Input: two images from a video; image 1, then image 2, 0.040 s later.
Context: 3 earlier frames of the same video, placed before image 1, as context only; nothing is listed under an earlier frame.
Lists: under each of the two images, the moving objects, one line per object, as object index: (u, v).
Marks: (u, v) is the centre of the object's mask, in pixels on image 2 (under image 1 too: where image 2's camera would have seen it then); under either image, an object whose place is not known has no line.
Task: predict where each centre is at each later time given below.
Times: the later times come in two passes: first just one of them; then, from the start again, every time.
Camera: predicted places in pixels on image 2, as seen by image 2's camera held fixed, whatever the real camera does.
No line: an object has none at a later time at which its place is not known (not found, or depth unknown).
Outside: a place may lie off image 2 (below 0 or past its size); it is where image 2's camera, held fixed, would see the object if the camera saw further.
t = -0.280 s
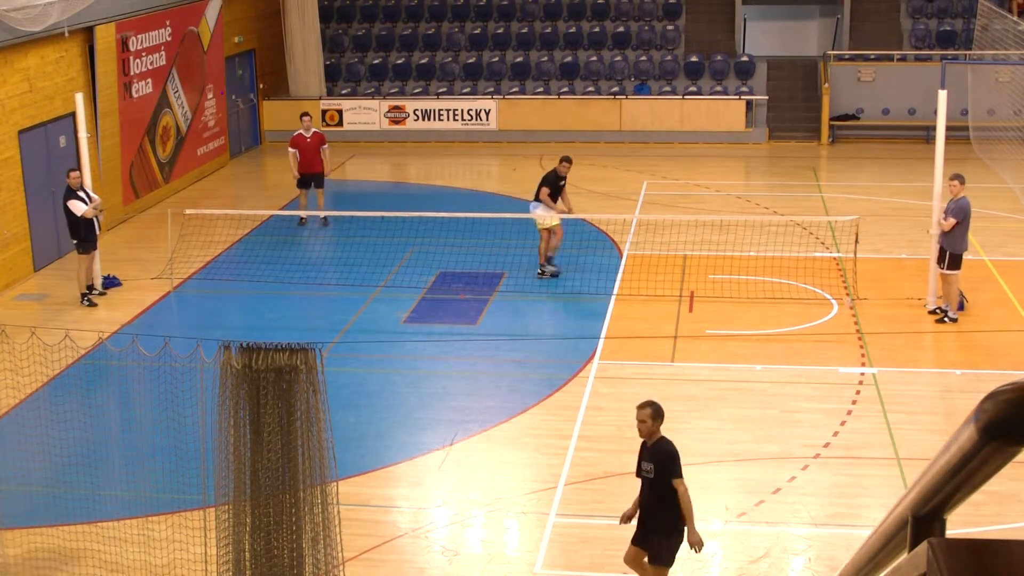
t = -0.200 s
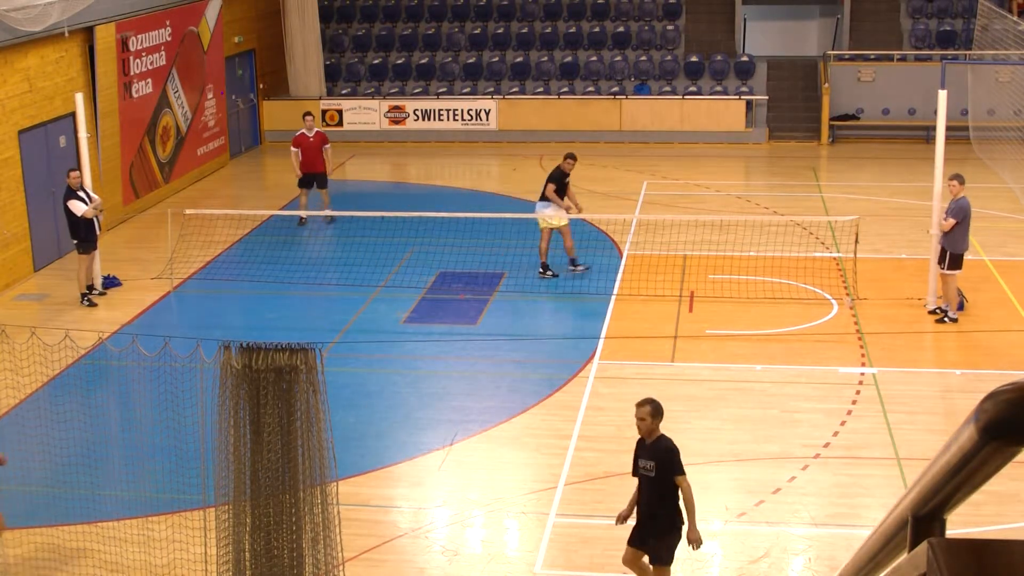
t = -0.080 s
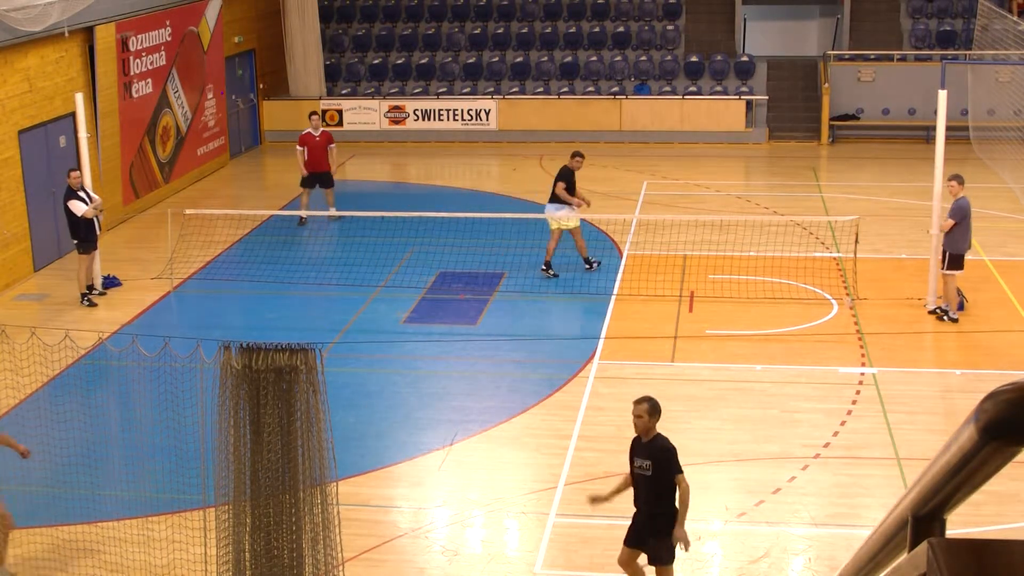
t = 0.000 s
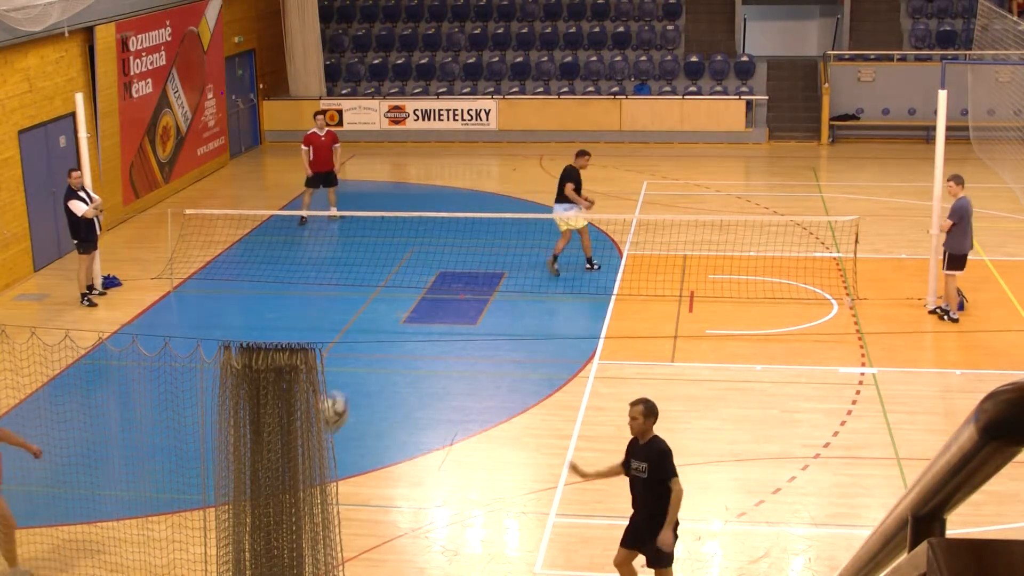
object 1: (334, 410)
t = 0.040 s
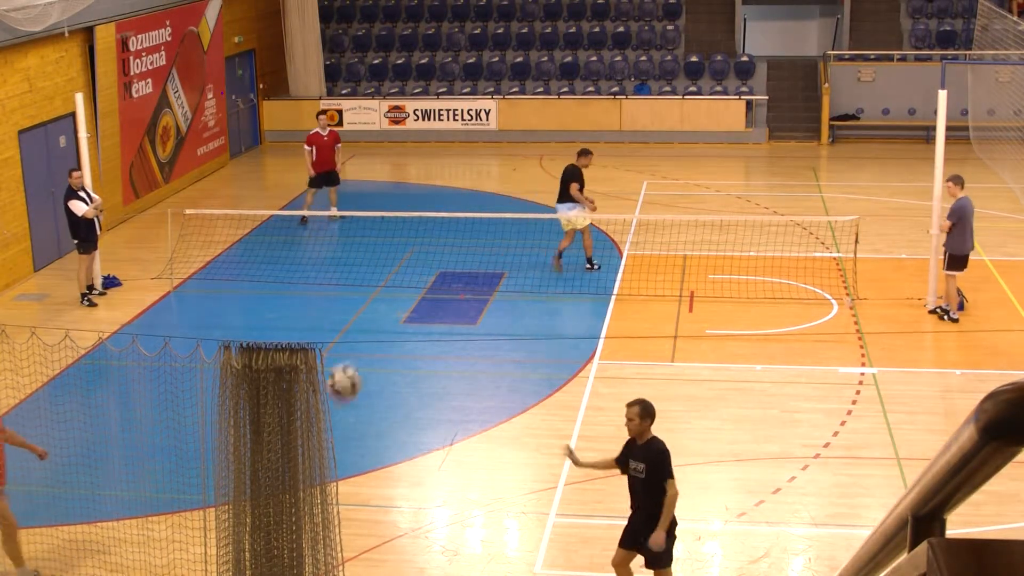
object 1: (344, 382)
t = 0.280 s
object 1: (414, 272)
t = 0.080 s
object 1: (356, 357)
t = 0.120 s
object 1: (368, 335)
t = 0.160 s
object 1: (380, 314)
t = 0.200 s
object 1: (392, 297)
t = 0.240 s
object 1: (403, 283)
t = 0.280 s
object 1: (414, 272)
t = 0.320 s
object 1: (426, 263)
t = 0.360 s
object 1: (436, 256)
